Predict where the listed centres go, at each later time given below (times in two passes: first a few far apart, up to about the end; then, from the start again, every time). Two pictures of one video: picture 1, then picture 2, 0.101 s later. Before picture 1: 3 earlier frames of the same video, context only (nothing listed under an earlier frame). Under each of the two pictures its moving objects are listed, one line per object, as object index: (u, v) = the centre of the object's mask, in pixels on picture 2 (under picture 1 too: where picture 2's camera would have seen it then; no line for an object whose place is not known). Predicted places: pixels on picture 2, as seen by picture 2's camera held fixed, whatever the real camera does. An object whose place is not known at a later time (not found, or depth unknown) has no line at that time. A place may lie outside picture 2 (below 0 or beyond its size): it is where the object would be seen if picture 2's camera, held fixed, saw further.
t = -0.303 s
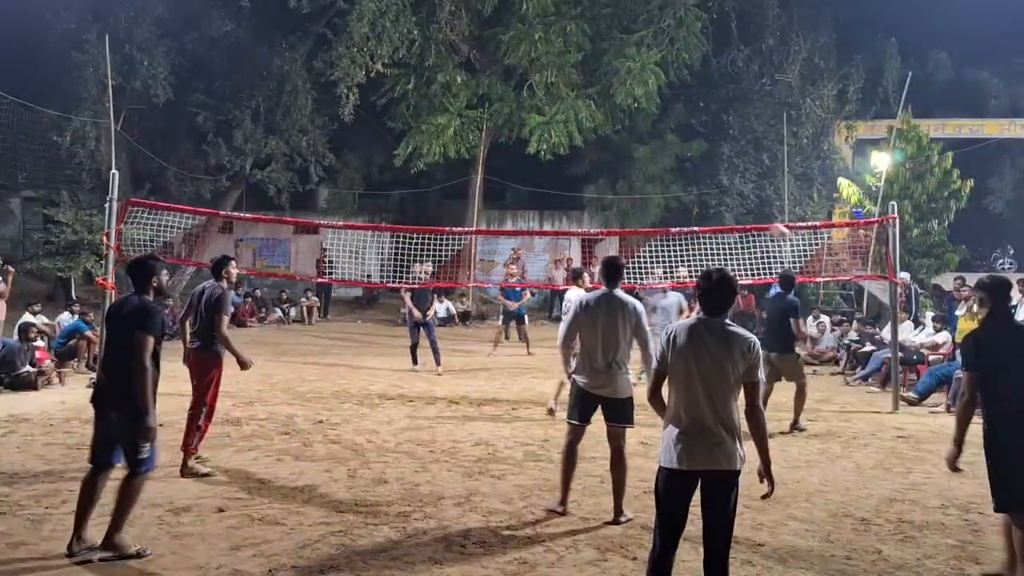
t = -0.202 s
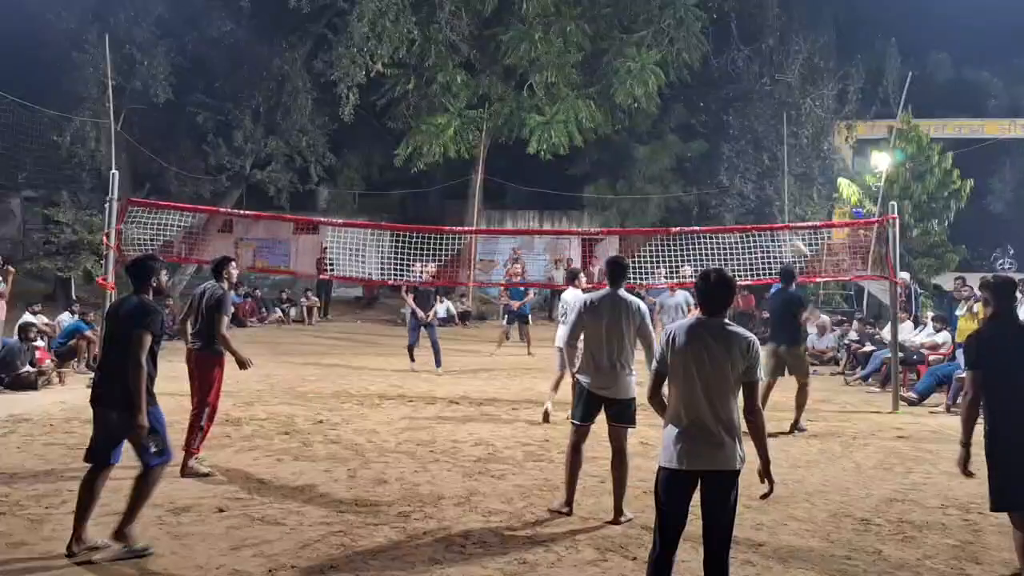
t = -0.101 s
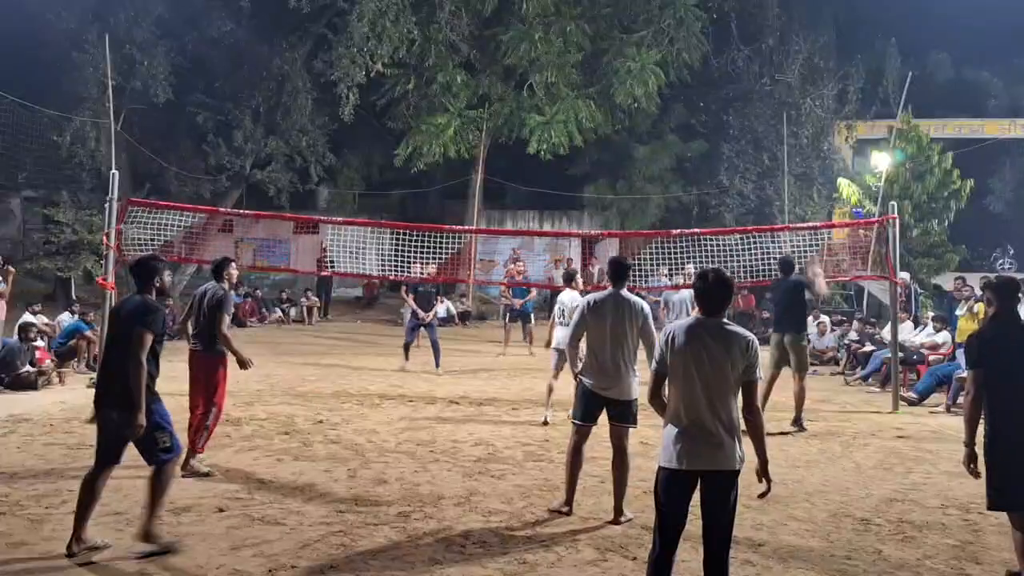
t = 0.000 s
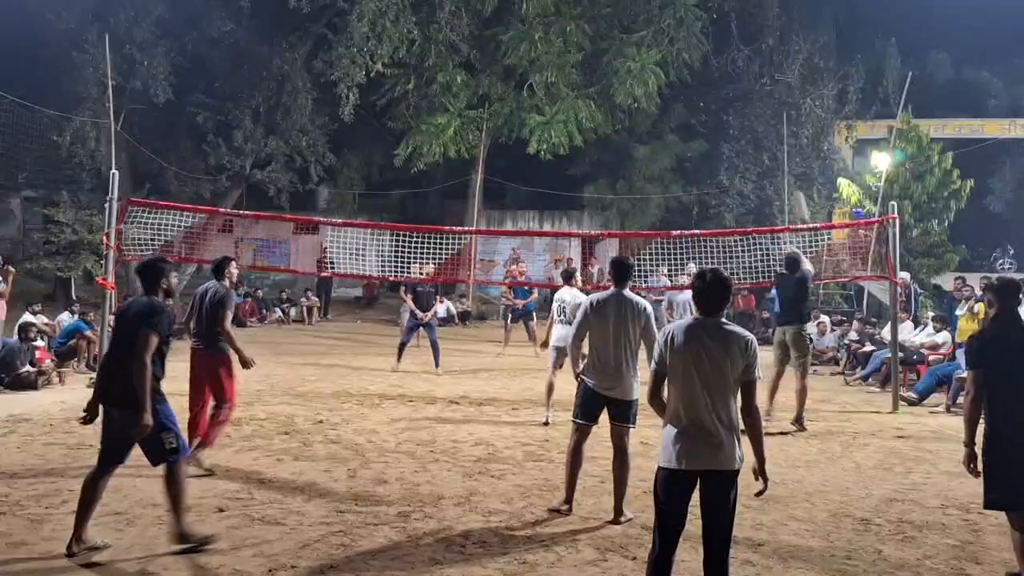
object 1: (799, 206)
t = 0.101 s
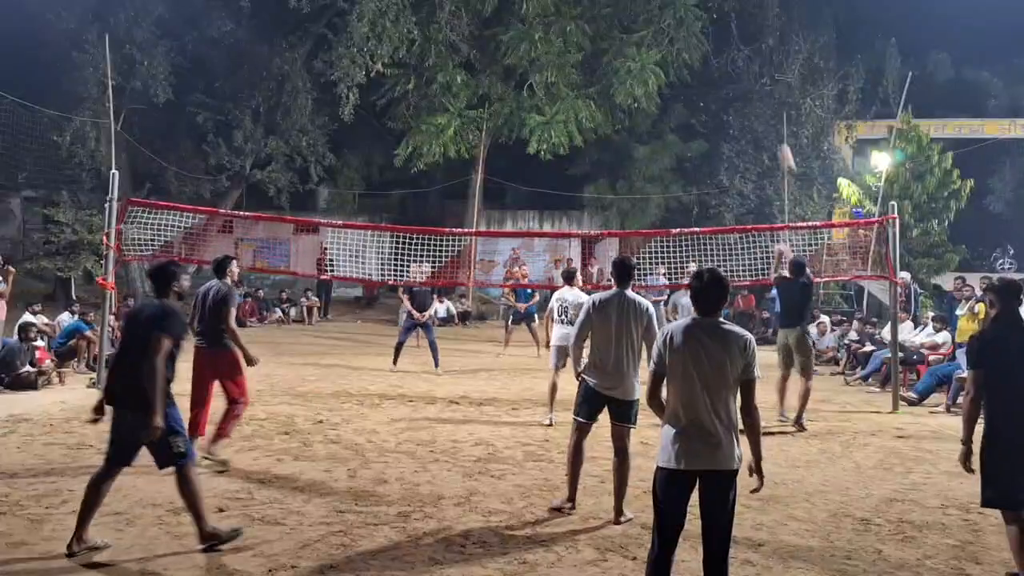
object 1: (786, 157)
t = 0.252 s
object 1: (767, 106)
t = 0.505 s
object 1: (740, 68)
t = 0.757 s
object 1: (719, 74)
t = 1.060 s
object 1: (697, 125)
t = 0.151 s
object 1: (779, 138)
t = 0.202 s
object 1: (773, 121)
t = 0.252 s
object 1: (767, 106)
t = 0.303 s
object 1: (761, 94)
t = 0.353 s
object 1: (756, 84)
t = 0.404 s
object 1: (750, 77)
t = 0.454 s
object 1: (745, 71)
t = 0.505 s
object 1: (740, 68)
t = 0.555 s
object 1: (736, 66)
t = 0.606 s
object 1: (732, 63)
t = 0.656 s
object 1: (727, 66)
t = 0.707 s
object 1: (723, 69)
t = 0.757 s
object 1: (719, 74)
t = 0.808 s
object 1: (716, 79)
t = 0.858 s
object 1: (711, 86)
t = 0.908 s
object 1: (707, 95)
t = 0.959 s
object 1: (704, 104)
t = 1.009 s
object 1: (700, 113)
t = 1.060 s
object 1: (697, 125)
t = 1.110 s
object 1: (694, 136)
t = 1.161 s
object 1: (691, 150)
